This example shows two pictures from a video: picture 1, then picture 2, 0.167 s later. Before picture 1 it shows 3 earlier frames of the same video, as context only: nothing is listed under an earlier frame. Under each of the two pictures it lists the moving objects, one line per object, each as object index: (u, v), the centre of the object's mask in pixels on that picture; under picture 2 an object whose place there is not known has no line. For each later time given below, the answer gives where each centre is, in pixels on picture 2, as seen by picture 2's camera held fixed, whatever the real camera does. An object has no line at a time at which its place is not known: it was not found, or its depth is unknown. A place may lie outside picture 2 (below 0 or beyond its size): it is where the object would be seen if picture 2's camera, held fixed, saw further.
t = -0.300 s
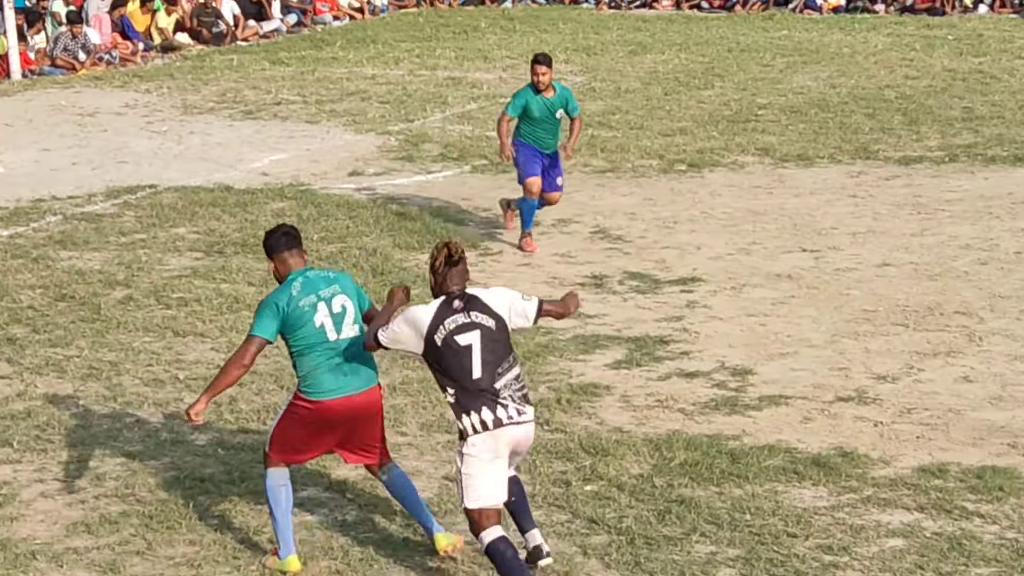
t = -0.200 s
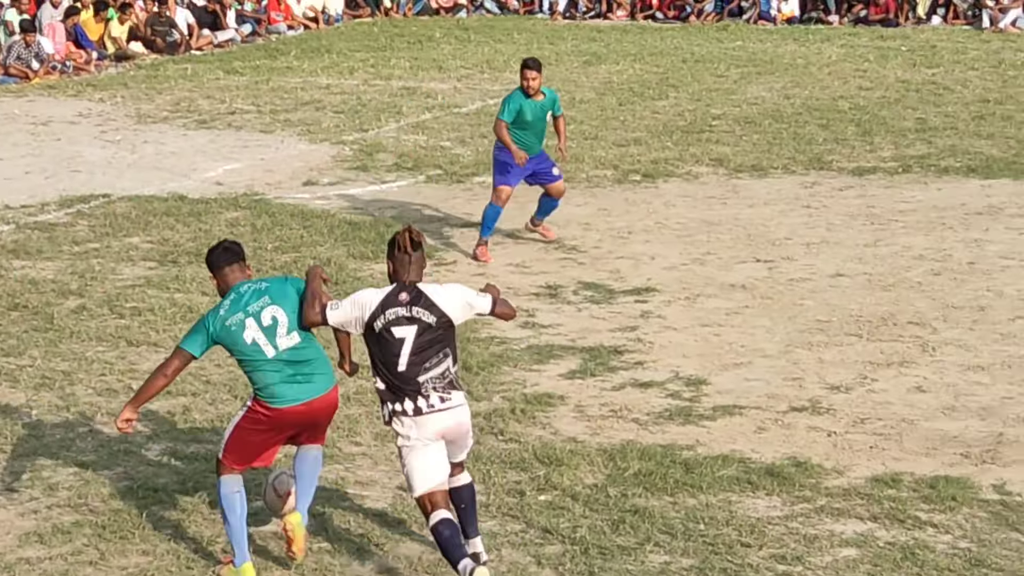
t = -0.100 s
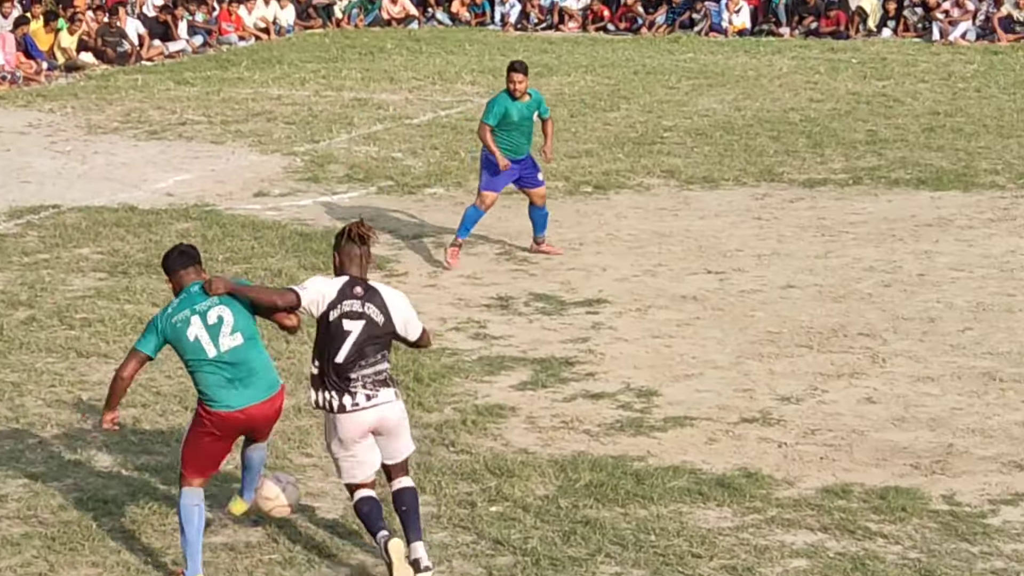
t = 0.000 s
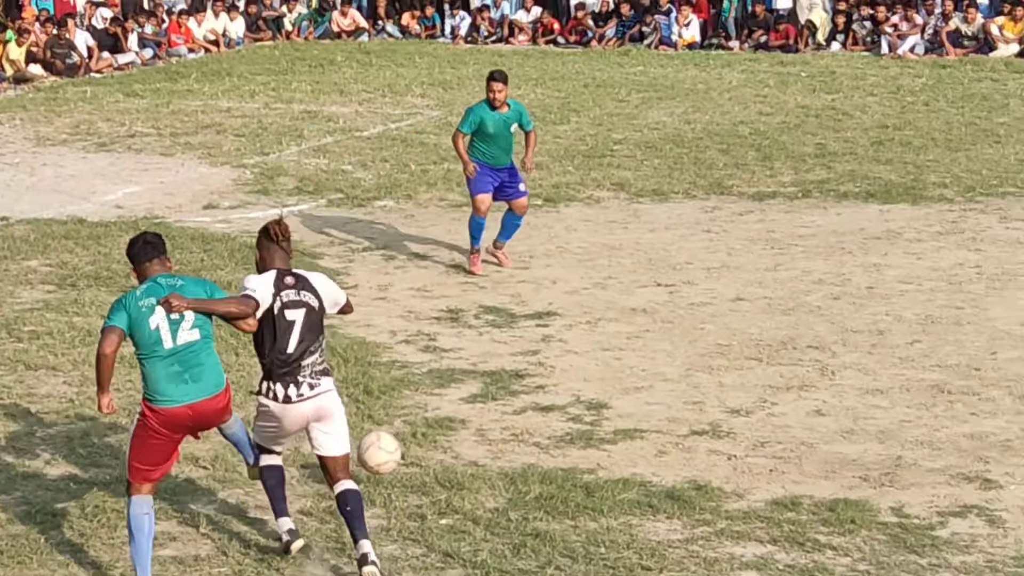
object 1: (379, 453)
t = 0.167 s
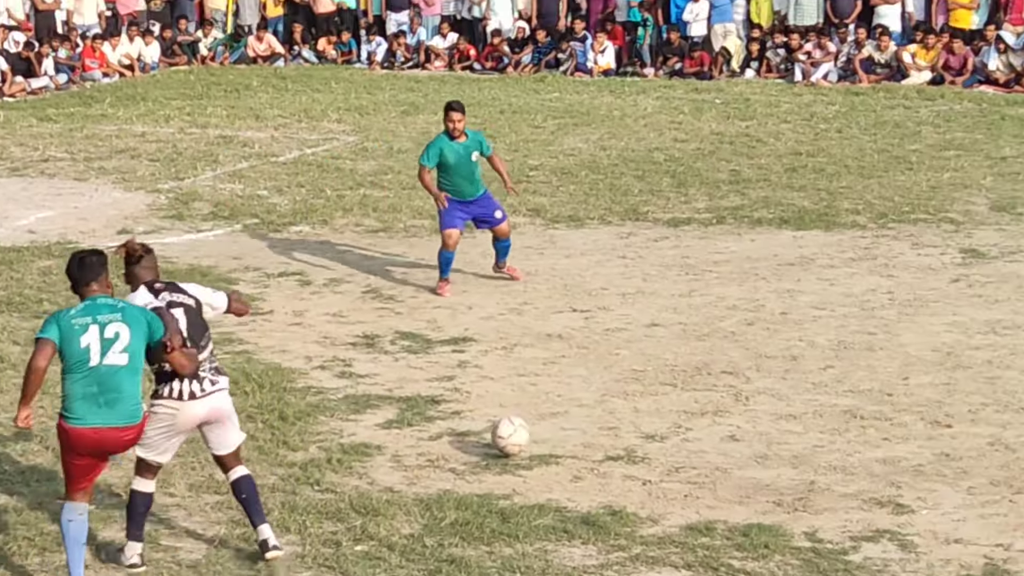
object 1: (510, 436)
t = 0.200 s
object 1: (549, 432)
